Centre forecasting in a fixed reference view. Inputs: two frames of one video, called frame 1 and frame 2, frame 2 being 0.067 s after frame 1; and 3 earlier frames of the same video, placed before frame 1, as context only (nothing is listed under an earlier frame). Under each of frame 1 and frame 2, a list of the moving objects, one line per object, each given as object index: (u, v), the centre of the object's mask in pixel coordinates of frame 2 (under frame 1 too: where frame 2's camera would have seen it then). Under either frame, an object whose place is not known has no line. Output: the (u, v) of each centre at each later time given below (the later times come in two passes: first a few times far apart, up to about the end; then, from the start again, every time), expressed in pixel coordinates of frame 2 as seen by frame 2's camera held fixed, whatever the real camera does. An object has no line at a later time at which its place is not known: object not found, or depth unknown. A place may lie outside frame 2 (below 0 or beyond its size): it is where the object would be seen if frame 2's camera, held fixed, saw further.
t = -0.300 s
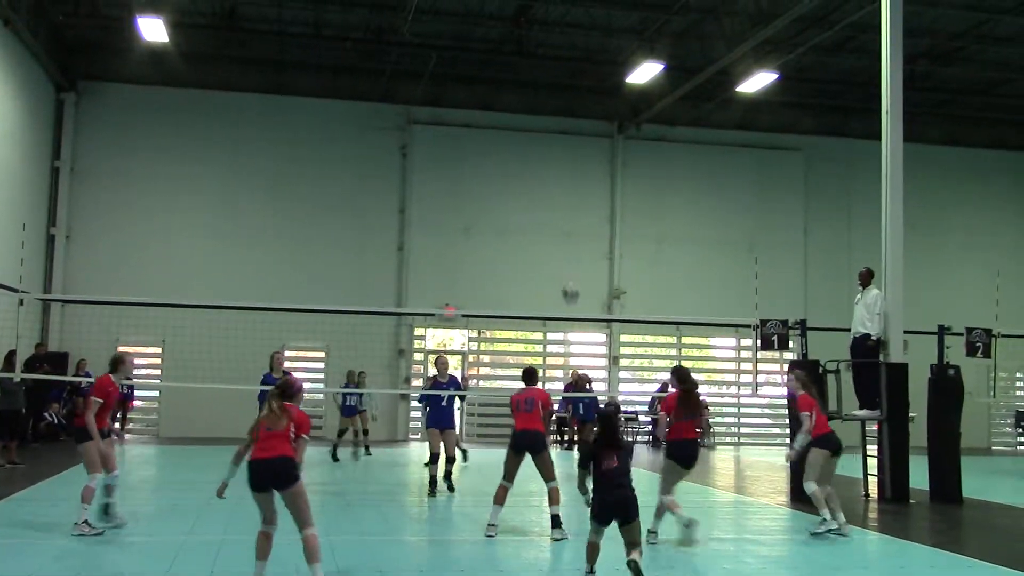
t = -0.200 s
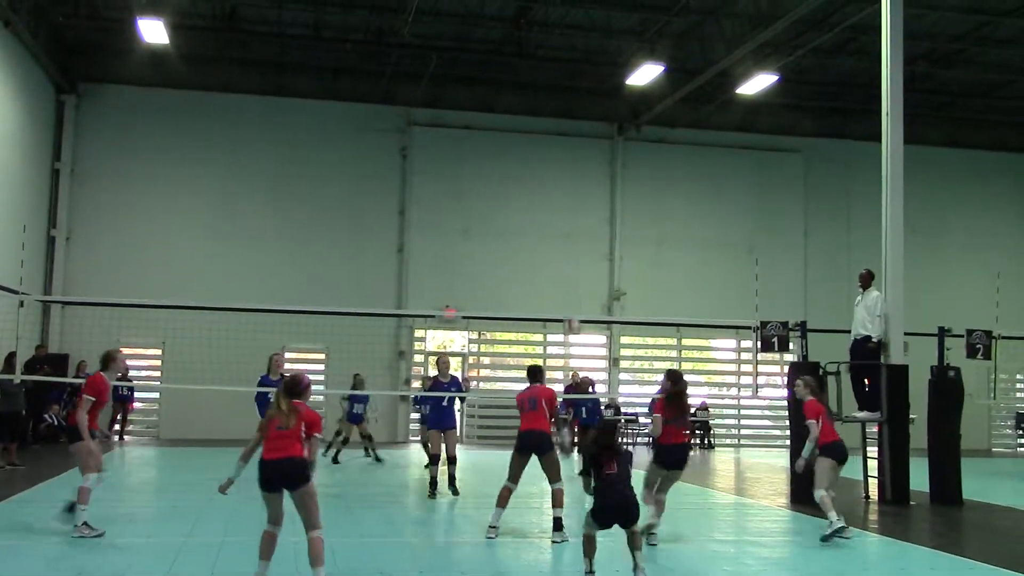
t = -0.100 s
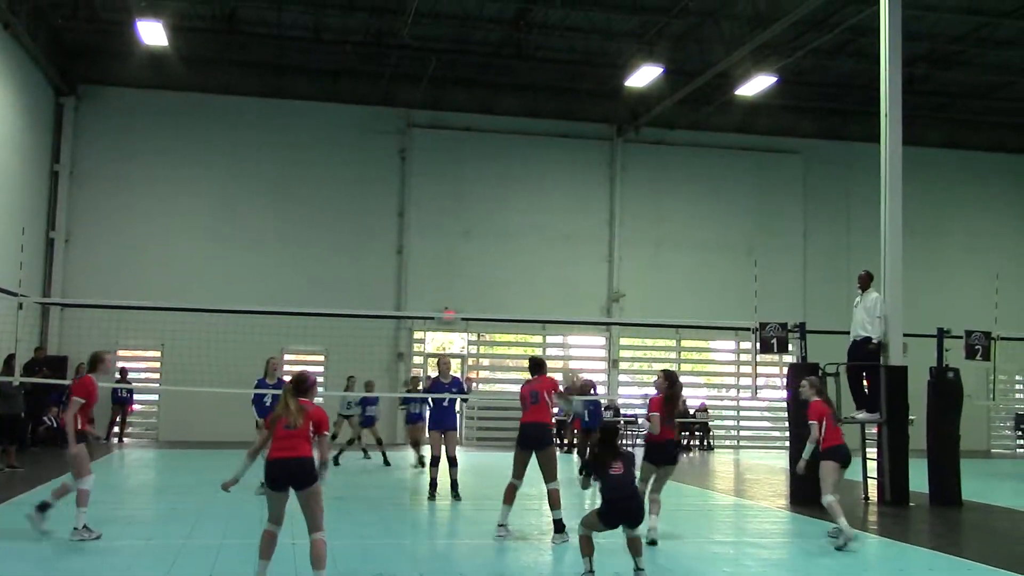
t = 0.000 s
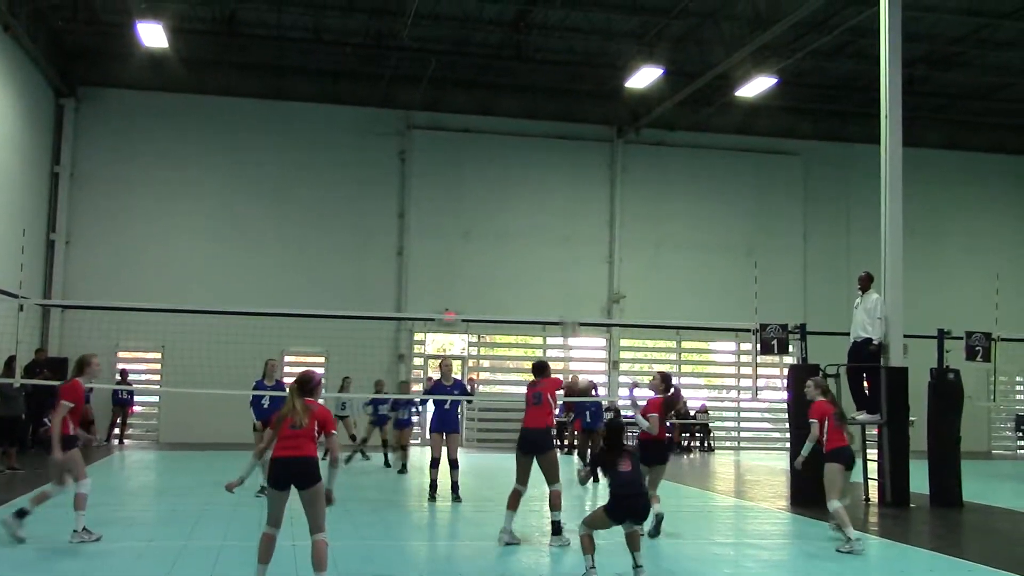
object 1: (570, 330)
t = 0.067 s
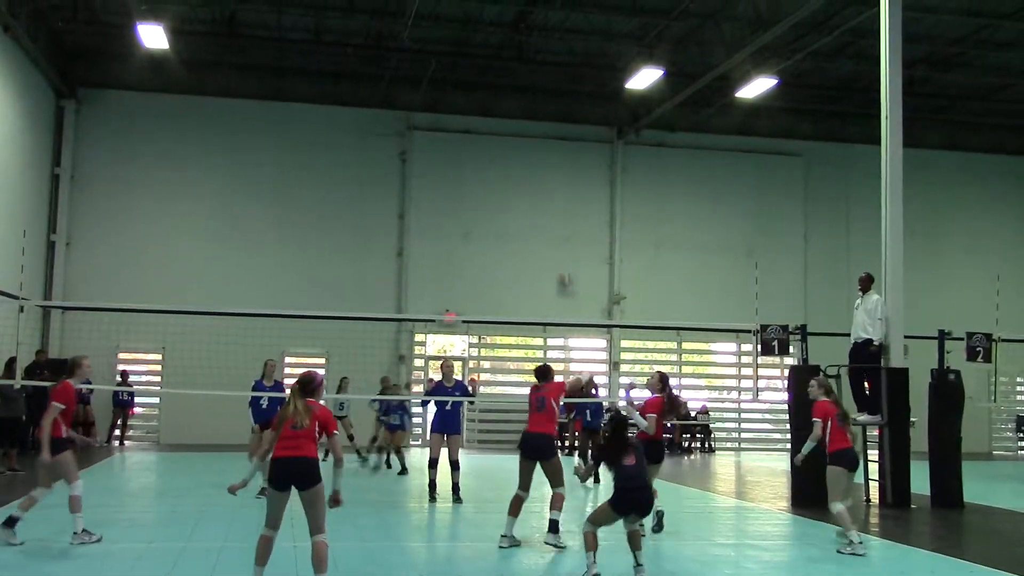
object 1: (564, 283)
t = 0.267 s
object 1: (554, 171)
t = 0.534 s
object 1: (534, 94)
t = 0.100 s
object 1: (563, 261)
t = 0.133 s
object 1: (562, 240)
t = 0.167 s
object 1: (559, 223)
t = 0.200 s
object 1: (556, 204)
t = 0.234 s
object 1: (556, 189)
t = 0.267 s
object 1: (554, 171)
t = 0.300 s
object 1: (551, 157)
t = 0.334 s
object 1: (548, 146)
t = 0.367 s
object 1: (547, 135)
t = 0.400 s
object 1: (543, 125)
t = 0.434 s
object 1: (541, 115)
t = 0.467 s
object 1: (539, 107)
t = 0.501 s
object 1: (537, 100)
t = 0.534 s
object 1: (534, 94)
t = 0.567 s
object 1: (532, 88)
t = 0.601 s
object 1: (529, 84)
